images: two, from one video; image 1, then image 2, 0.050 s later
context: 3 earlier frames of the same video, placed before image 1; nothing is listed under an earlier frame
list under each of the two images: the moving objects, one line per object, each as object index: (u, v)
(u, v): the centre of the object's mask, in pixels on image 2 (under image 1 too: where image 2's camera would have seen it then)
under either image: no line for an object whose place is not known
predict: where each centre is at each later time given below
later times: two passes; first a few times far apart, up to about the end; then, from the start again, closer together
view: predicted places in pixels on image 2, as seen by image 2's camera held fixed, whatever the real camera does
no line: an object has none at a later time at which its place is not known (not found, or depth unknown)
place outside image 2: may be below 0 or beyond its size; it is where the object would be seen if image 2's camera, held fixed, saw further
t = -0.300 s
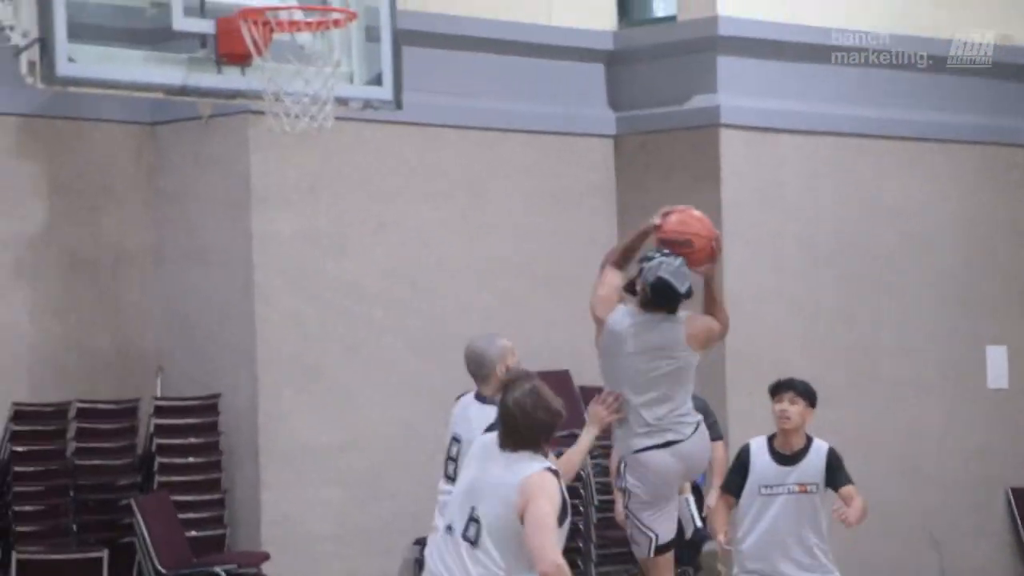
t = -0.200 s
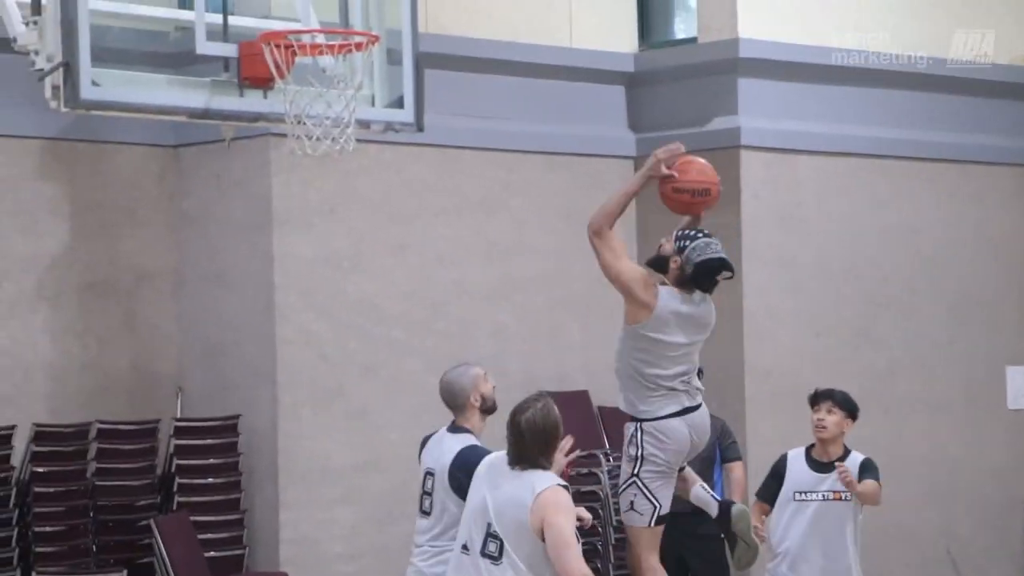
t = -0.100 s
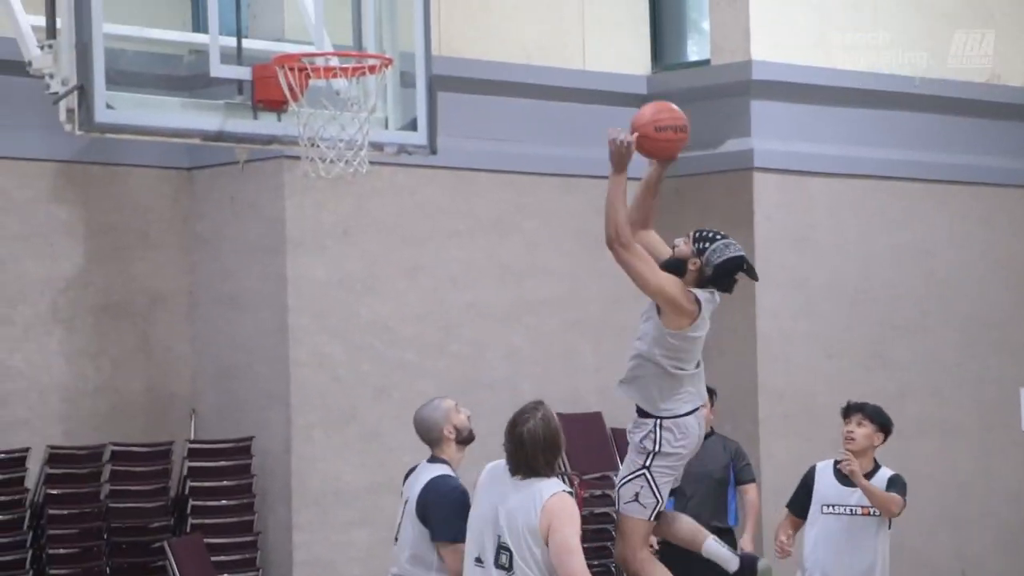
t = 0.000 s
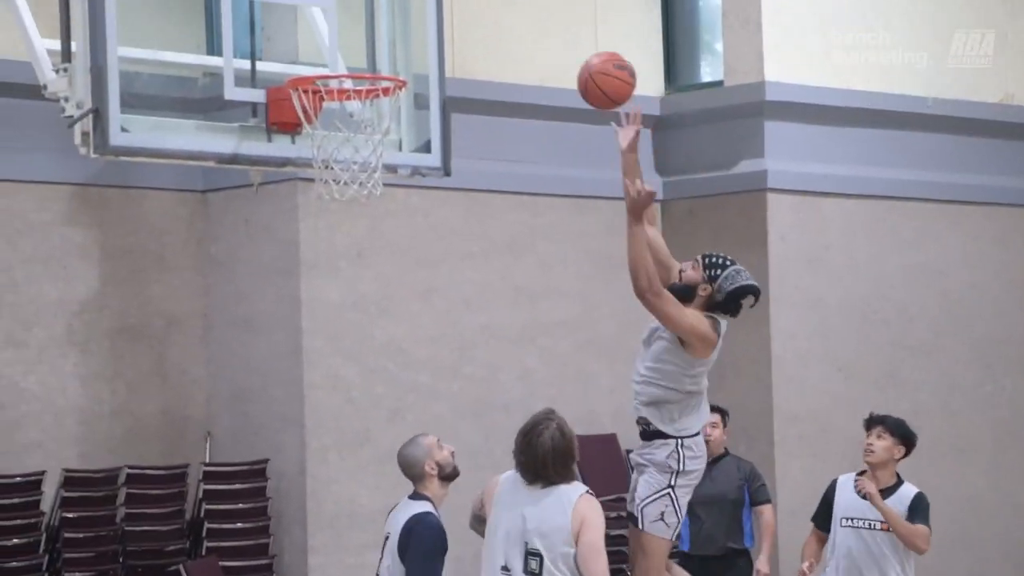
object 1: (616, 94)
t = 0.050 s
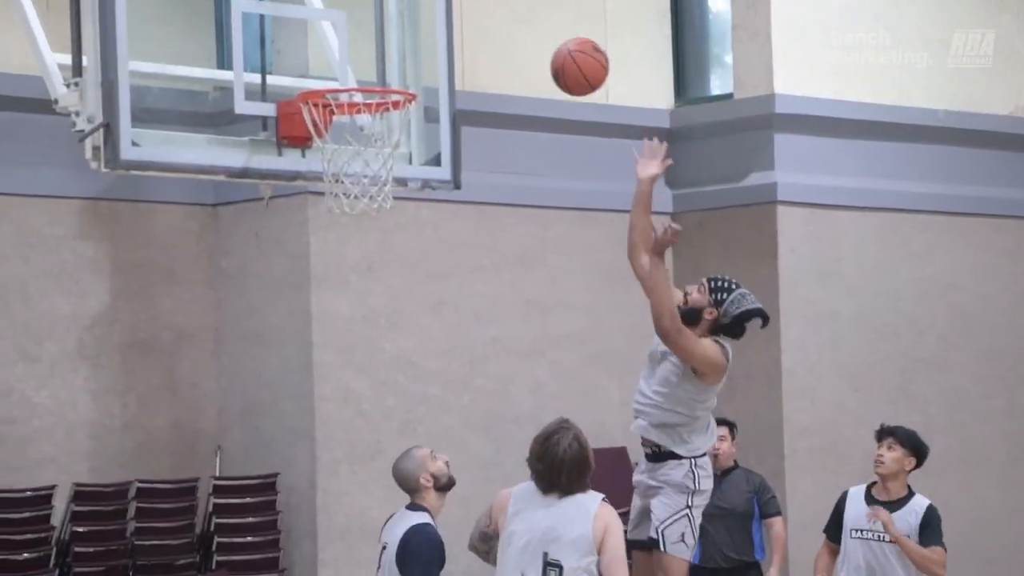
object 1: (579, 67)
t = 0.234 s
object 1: (444, 20)
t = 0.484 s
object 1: (338, 63)
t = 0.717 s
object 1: (382, 148)
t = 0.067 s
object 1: (567, 59)
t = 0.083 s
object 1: (555, 52)
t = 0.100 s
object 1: (542, 46)
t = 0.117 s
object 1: (530, 40)
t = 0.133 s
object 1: (517, 35)
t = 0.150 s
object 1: (505, 31)
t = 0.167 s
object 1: (492, 27)
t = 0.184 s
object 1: (480, 24)
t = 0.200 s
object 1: (468, 22)
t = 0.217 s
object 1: (456, 20)
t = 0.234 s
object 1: (444, 20)
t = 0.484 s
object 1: (338, 63)
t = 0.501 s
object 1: (342, 66)
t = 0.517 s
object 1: (345, 69)
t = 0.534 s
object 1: (349, 72)
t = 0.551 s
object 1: (352, 75)
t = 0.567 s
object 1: (354, 94)
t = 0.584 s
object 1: (362, 105)
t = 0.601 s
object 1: (362, 116)
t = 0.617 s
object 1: (366, 122)
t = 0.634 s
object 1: (371, 131)
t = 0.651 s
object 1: (374, 137)
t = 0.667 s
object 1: (376, 140)
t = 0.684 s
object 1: (379, 143)
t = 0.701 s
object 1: (380, 145)
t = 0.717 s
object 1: (382, 148)
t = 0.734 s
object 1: (383, 150)
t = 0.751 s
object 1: (384, 152)
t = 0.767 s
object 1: (384, 156)
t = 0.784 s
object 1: (385, 159)
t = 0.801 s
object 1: (386, 164)
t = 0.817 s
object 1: (386, 168)
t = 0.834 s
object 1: (386, 173)
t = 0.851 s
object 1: (387, 180)
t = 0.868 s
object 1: (388, 187)
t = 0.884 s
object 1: (388, 194)
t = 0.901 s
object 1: (390, 203)
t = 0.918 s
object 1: (390, 211)
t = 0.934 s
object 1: (392, 219)
